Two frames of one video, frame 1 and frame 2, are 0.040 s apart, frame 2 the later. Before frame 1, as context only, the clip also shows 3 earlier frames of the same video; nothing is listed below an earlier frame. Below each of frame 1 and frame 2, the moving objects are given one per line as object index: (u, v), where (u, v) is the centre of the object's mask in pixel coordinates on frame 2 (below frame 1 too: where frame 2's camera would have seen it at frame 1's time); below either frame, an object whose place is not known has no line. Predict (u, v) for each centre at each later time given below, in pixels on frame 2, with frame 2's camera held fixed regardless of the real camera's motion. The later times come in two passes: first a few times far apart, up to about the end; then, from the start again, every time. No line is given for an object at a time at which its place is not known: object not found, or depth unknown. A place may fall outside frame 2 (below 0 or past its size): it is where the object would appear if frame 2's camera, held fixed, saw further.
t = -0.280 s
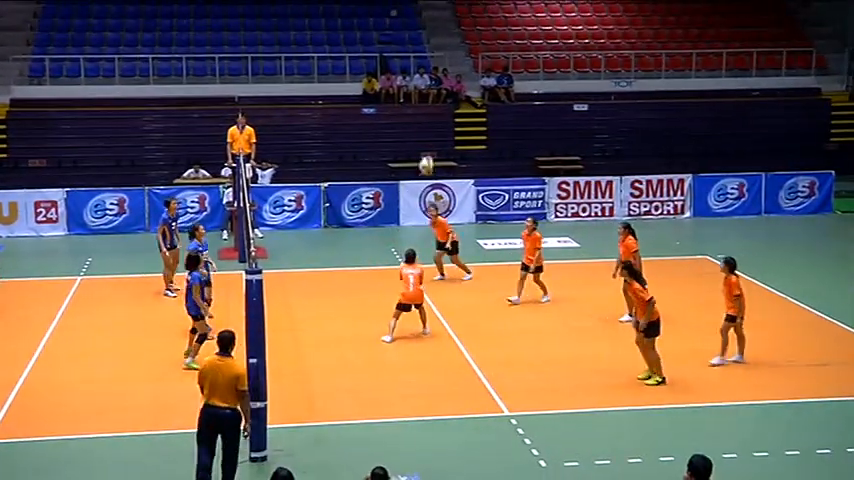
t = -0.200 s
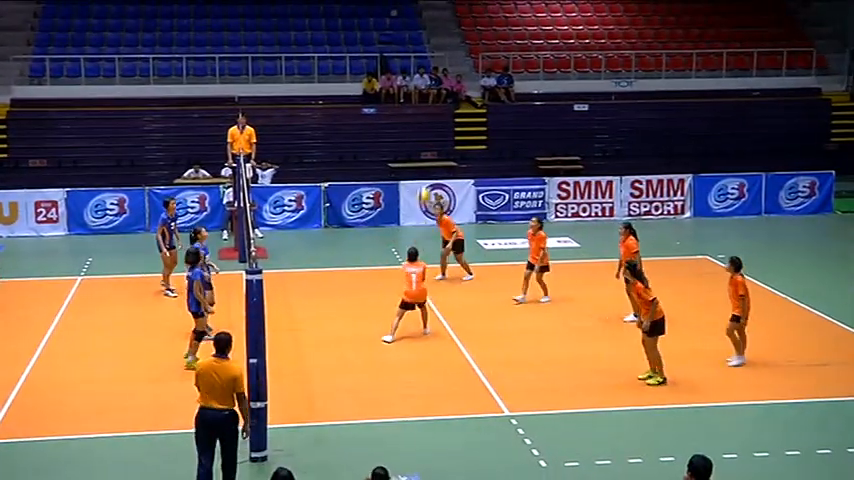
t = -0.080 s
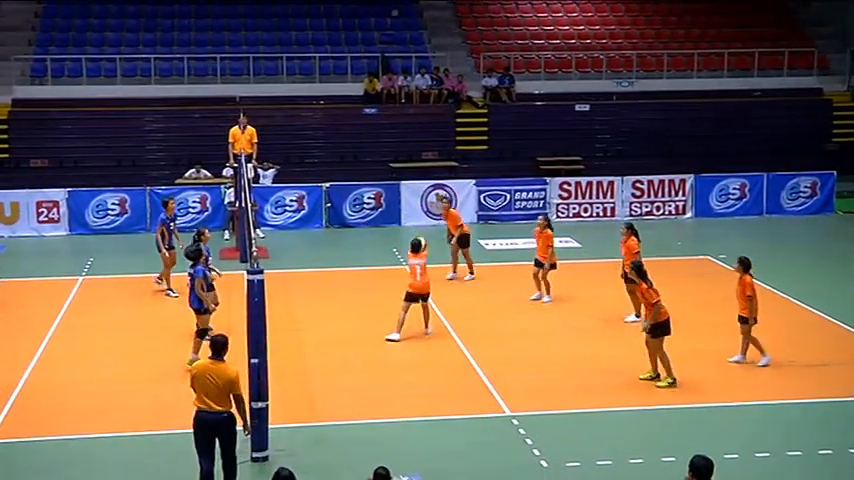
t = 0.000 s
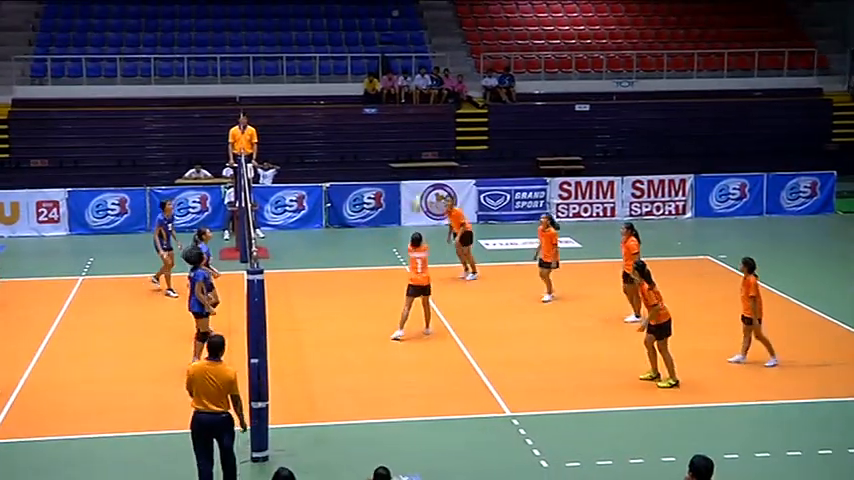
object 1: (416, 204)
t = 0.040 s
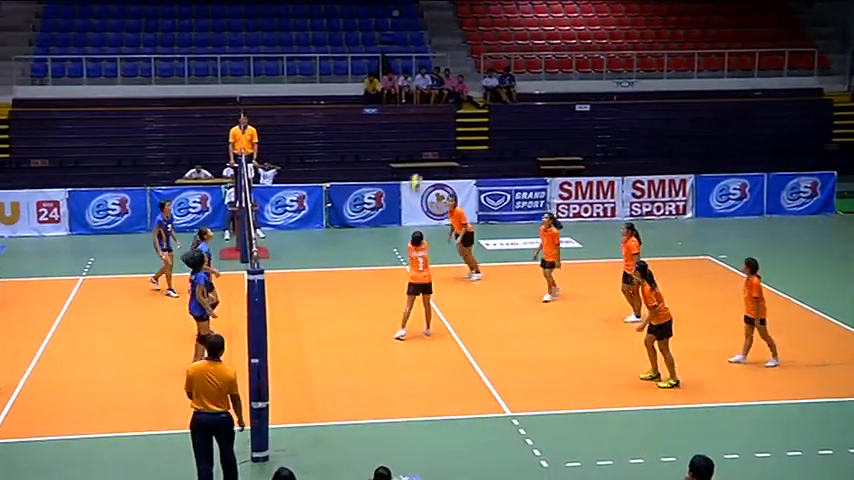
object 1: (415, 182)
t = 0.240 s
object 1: (409, 99)
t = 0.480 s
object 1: (403, 33)
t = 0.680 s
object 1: (398, 9)
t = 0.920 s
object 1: (392, 14)
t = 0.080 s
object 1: (414, 164)
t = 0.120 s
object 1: (413, 146)
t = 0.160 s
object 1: (412, 129)
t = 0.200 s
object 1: (410, 113)
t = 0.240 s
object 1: (409, 99)
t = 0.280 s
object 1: (407, 85)
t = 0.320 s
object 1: (407, 72)
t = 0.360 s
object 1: (406, 61)
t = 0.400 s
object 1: (405, 51)
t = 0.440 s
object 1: (404, 41)
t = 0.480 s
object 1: (403, 33)
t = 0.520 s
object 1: (402, 26)
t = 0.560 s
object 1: (400, 21)
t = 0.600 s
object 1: (400, 16)
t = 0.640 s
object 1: (399, 12)
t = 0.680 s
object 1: (398, 9)
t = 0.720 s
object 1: (397, 7)
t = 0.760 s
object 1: (397, 7)
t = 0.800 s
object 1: (395, 7)
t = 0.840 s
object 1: (394, 8)
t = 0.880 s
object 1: (393, 10)
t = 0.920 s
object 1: (392, 14)
